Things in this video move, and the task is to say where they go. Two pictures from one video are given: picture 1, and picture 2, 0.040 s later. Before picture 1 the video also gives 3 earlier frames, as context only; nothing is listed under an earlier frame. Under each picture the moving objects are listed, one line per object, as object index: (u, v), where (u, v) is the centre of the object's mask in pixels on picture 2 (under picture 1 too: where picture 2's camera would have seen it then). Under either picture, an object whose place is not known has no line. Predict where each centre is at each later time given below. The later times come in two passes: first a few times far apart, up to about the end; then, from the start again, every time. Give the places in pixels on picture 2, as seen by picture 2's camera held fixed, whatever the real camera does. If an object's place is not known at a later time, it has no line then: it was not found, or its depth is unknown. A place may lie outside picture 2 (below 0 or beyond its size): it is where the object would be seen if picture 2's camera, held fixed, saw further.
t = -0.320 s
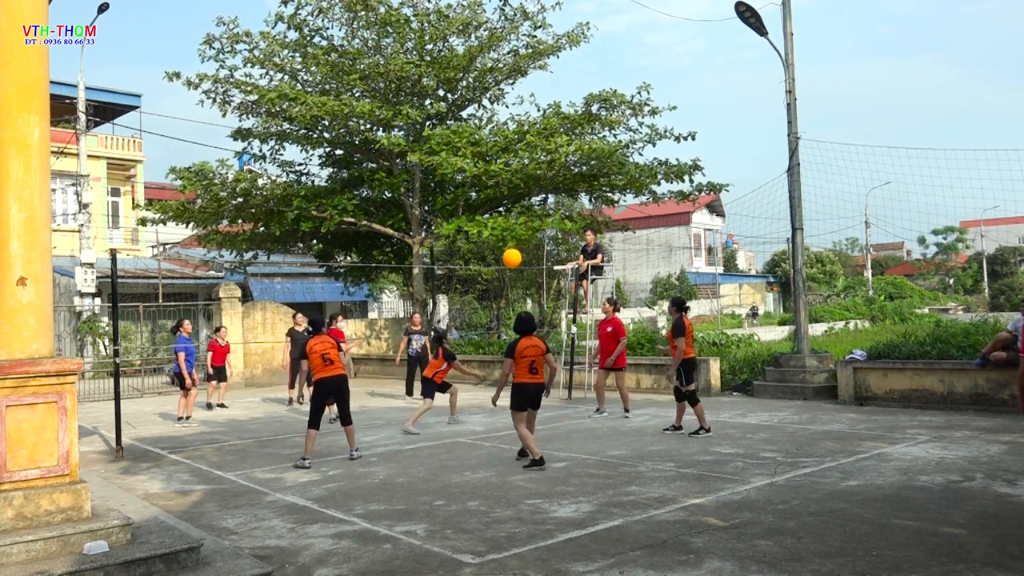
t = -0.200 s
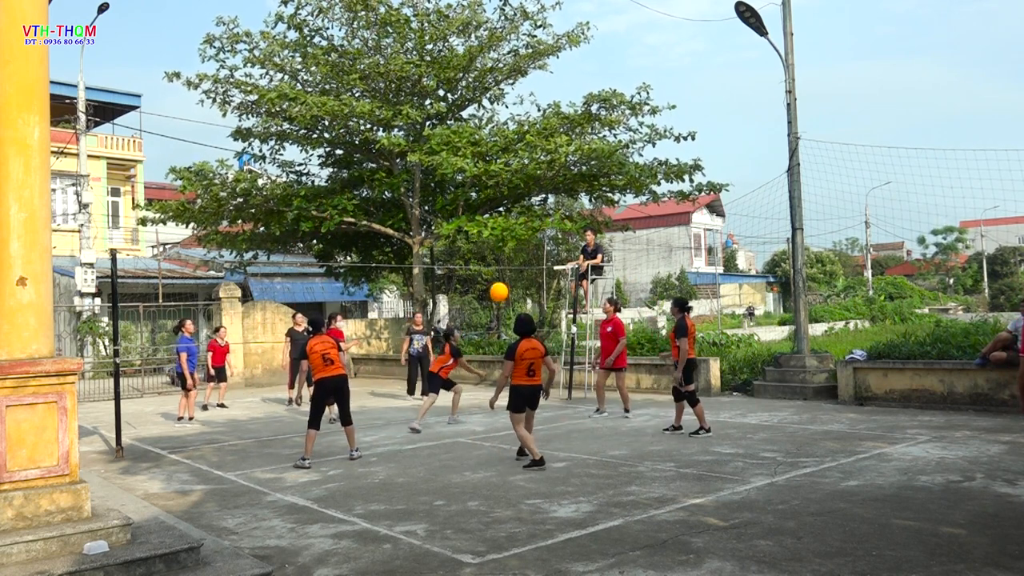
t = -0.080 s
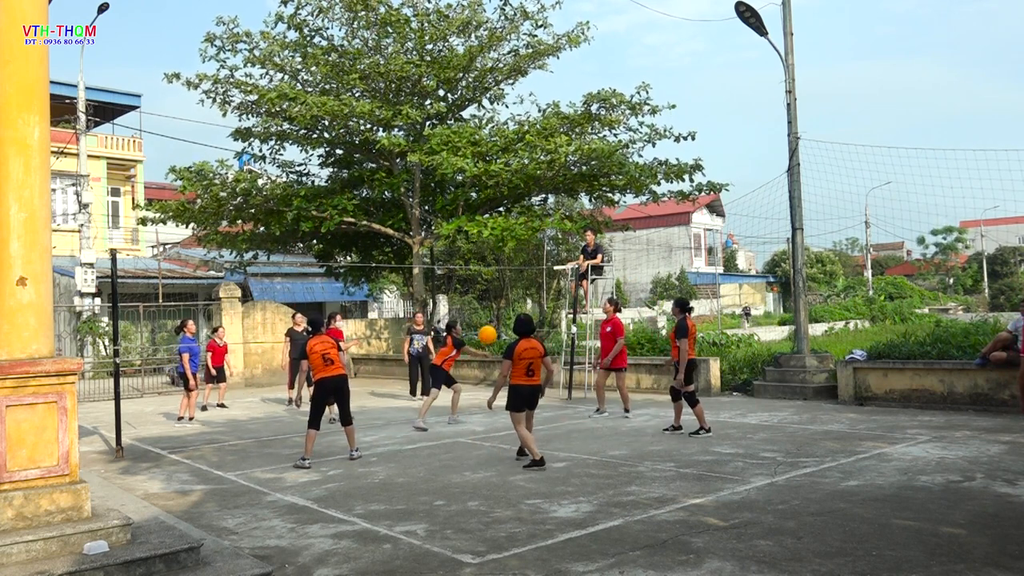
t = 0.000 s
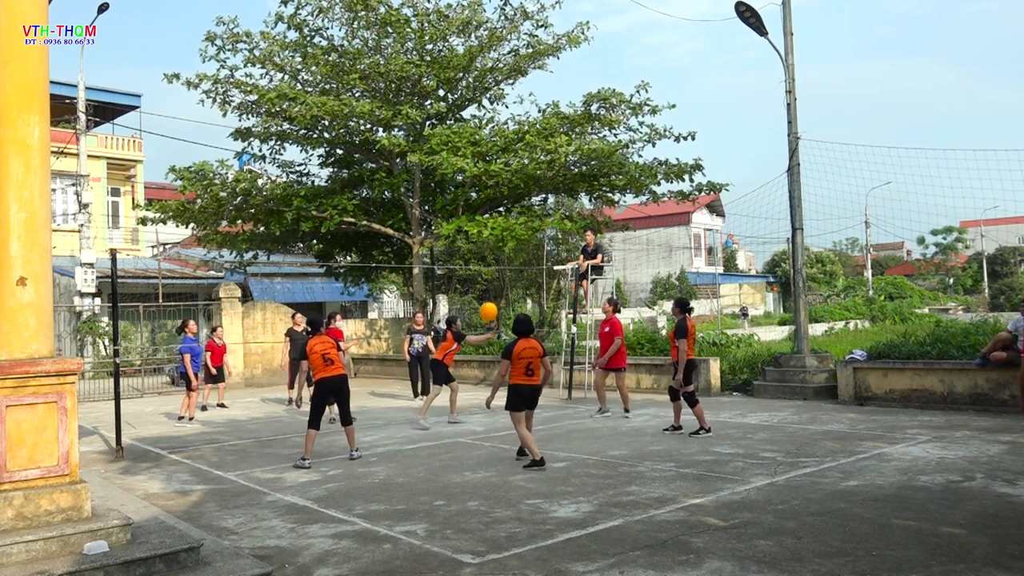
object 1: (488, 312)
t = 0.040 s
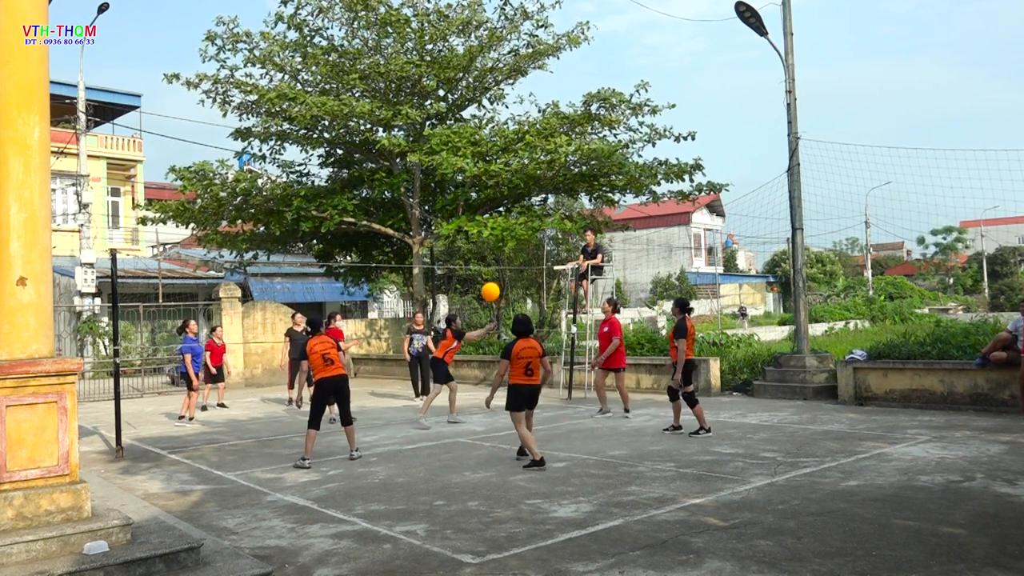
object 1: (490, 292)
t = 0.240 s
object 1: (502, 206)
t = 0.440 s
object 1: (517, 145)
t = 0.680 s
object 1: (538, 107)
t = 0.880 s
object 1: (557, 109)
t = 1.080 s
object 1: (579, 145)
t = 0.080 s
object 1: (492, 273)
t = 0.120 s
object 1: (495, 255)
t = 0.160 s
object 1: (497, 238)
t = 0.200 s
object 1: (500, 221)
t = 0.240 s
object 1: (502, 206)
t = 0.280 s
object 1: (505, 192)
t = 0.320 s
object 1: (508, 178)
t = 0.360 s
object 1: (511, 166)
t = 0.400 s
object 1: (514, 155)
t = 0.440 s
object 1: (517, 145)
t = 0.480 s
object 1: (521, 136)
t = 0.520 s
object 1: (524, 128)
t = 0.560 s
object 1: (527, 121)
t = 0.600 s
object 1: (531, 115)
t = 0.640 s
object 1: (534, 111)
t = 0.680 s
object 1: (538, 107)
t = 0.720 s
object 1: (541, 105)
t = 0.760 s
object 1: (545, 104)
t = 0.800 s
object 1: (549, 104)
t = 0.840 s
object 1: (553, 106)
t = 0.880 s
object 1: (557, 109)
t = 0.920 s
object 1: (561, 113)
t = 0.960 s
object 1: (565, 119)
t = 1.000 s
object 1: (569, 126)
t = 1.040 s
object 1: (574, 135)
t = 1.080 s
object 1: (579, 145)
